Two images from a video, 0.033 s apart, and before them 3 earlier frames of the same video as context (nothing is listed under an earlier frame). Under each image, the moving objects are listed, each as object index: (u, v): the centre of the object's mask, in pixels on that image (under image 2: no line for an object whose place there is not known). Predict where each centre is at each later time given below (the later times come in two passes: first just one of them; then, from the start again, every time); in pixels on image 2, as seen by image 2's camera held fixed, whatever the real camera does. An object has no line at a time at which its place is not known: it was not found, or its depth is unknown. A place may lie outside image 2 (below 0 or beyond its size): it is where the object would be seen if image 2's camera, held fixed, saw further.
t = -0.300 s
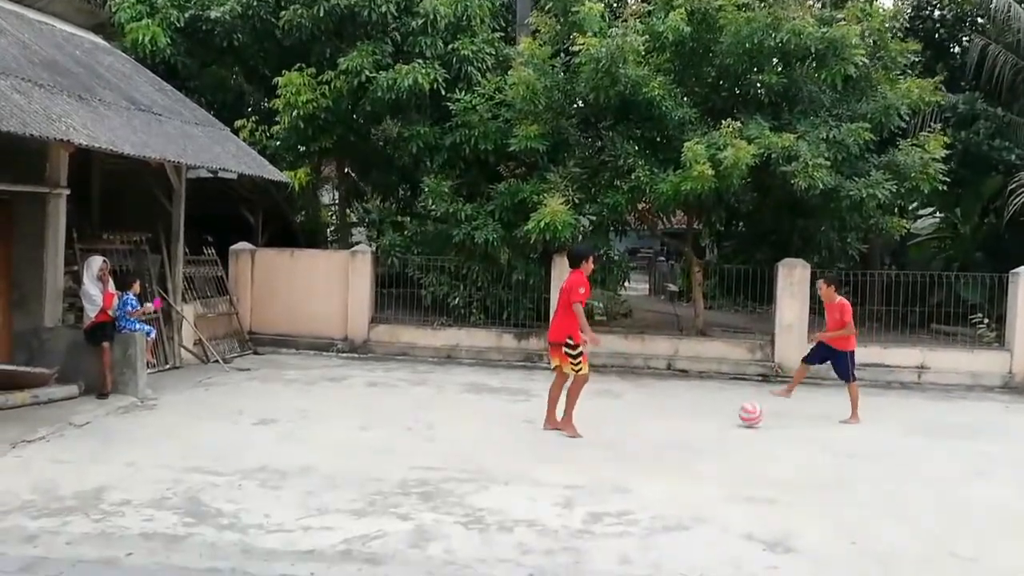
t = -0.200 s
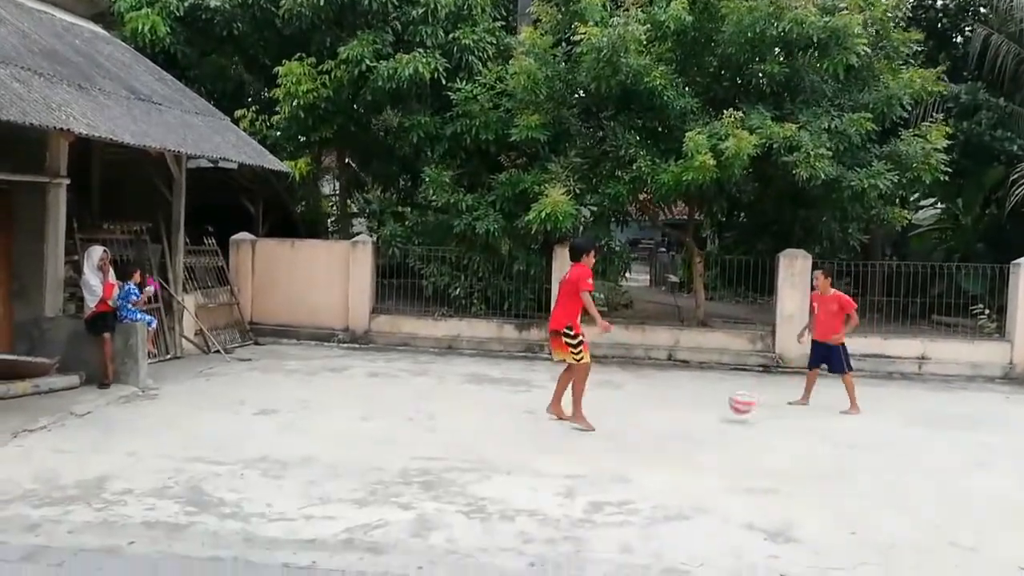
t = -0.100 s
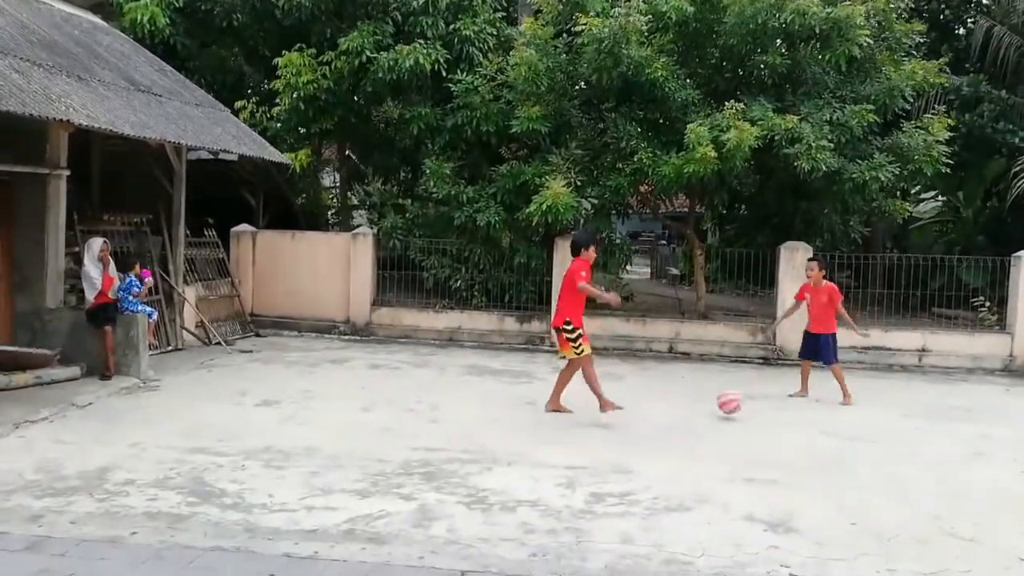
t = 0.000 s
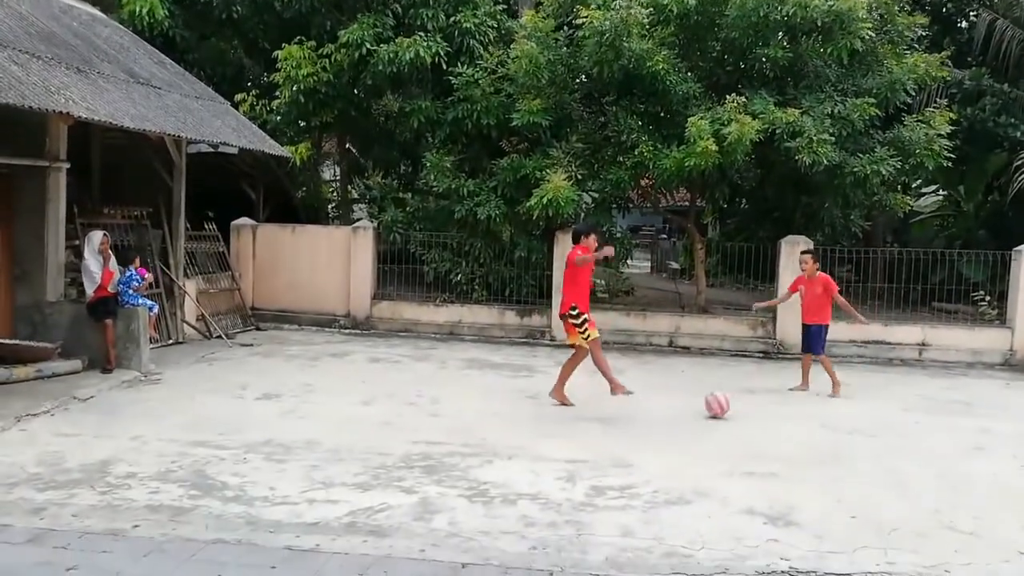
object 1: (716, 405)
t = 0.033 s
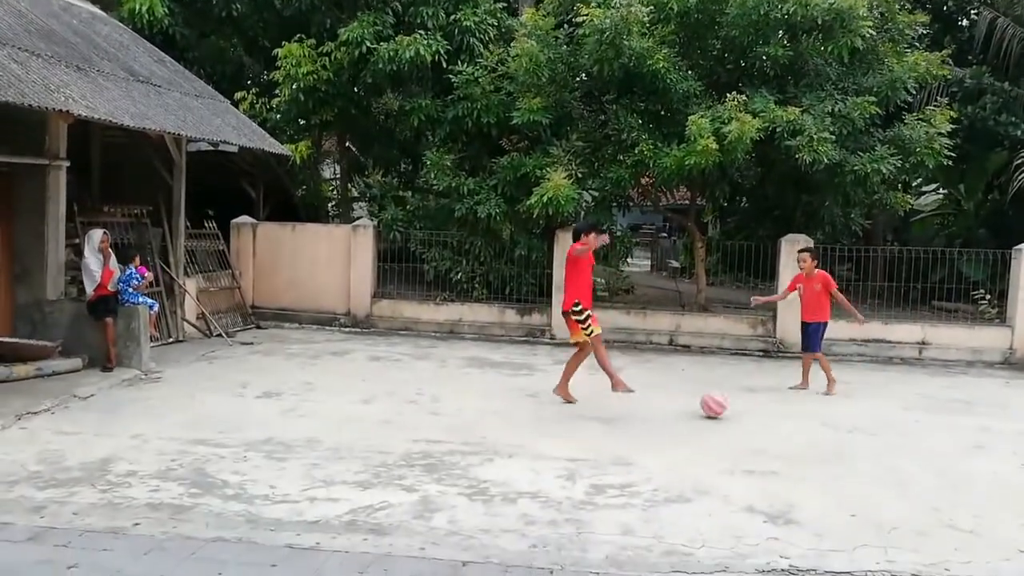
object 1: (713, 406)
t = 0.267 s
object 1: (684, 419)
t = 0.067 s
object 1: (709, 407)
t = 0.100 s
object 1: (706, 409)
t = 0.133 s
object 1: (702, 410)
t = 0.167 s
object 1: (697, 414)
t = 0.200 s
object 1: (693, 416)
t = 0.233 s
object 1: (689, 417)
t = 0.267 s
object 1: (684, 419)
